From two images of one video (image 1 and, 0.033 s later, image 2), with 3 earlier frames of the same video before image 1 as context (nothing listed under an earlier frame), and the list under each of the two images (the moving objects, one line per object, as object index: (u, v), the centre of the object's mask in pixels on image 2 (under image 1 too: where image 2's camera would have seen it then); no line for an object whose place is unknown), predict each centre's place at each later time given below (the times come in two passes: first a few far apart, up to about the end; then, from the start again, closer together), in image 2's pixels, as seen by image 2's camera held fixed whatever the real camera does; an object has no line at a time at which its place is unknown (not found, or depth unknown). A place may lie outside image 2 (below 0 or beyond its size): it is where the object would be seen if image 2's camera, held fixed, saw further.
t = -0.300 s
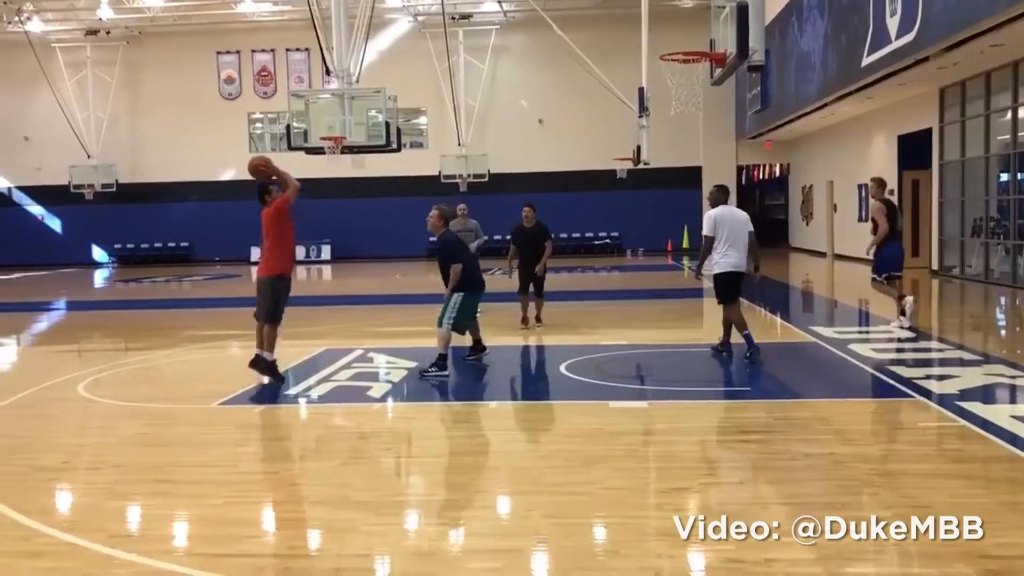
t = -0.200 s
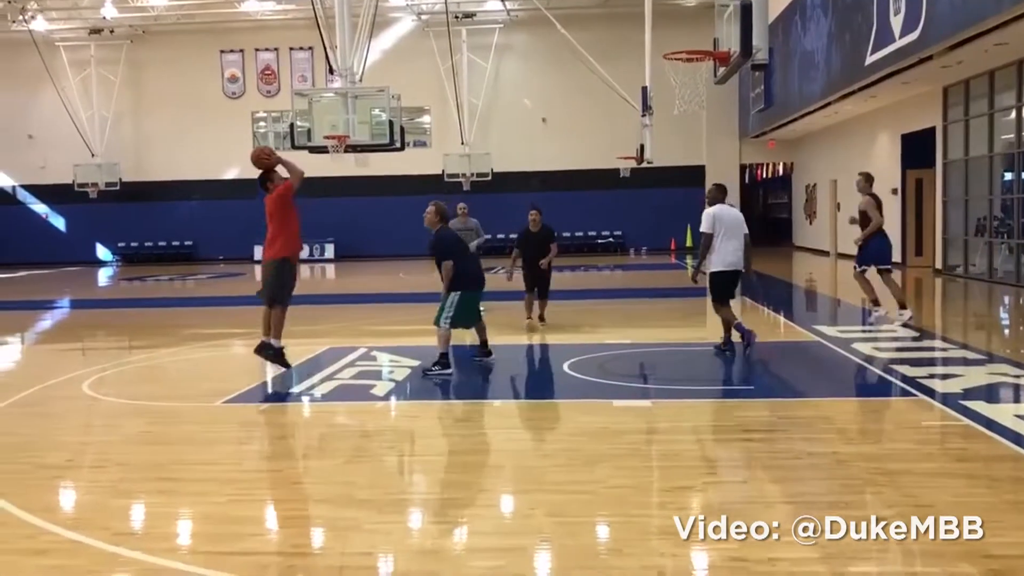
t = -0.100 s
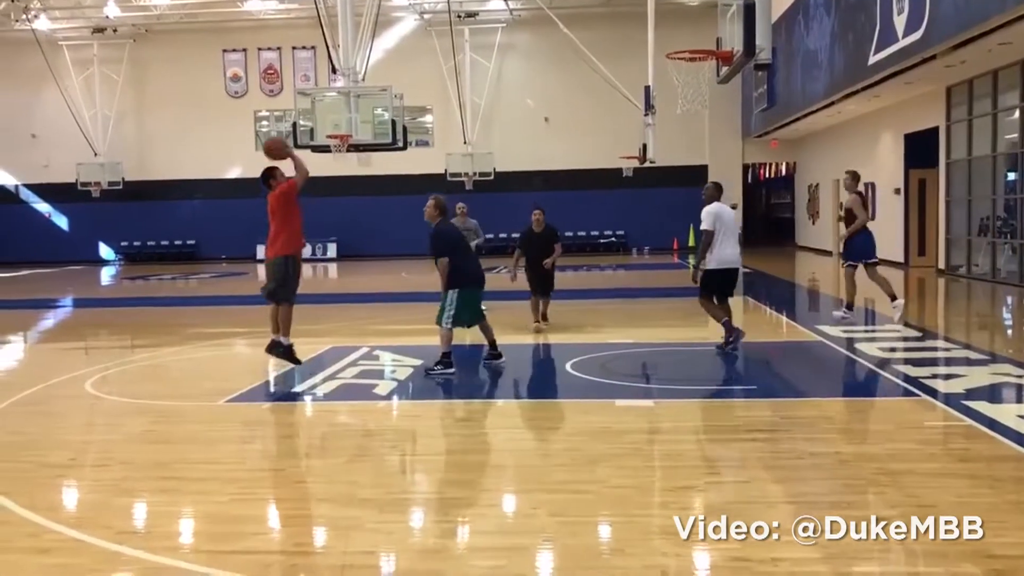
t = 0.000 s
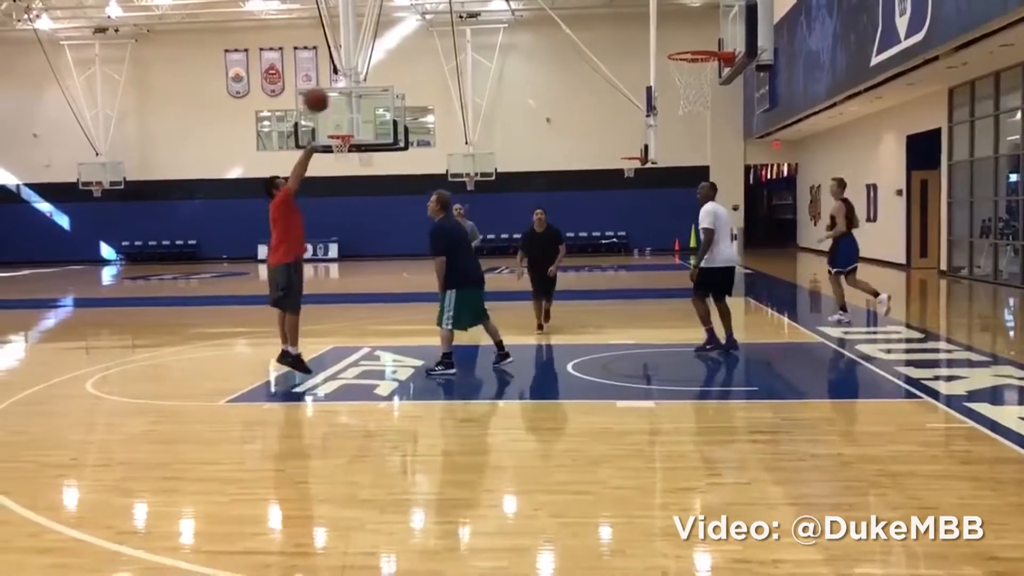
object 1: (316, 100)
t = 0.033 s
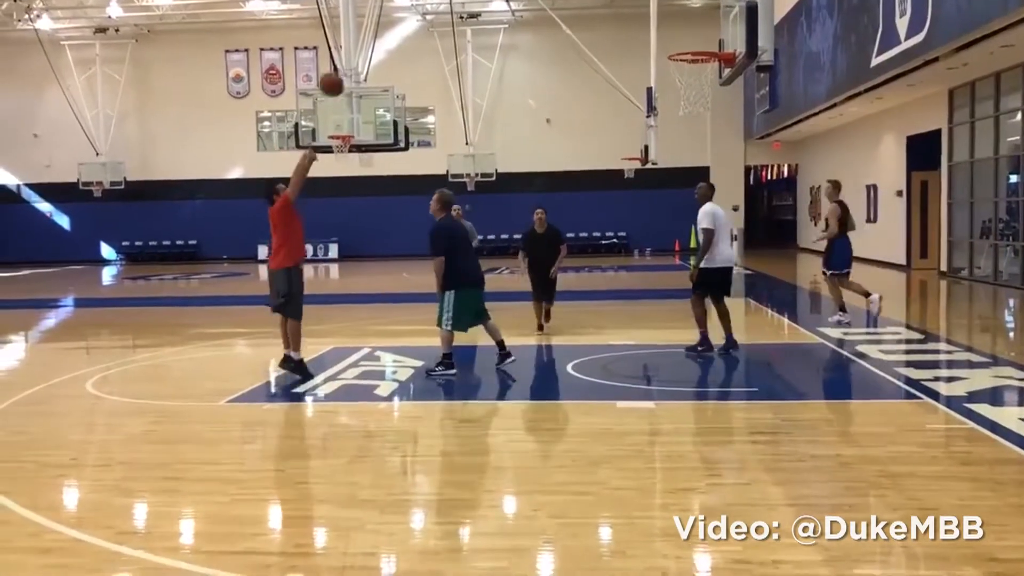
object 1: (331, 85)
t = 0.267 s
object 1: (439, 6)
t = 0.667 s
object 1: (622, 5)
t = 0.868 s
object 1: (703, 62)
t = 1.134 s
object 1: (658, 119)
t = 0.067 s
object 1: (347, 70)
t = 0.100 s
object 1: (361, 56)
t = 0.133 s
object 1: (377, 43)
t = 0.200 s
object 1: (408, 22)
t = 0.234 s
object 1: (423, 13)
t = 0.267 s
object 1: (439, 6)
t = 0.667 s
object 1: (622, 5)
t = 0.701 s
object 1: (636, 11)
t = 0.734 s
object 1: (652, 20)
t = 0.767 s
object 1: (667, 29)
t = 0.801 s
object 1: (681, 39)
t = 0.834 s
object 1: (697, 47)
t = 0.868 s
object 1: (703, 62)
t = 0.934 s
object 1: (684, 84)
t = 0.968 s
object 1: (677, 94)
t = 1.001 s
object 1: (672, 97)
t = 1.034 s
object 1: (668, 101)
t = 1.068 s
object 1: (665, 106)
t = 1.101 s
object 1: (662, 111)
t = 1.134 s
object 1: (658, 119)
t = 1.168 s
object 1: (654, 126)
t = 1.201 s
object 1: (651, 136)
